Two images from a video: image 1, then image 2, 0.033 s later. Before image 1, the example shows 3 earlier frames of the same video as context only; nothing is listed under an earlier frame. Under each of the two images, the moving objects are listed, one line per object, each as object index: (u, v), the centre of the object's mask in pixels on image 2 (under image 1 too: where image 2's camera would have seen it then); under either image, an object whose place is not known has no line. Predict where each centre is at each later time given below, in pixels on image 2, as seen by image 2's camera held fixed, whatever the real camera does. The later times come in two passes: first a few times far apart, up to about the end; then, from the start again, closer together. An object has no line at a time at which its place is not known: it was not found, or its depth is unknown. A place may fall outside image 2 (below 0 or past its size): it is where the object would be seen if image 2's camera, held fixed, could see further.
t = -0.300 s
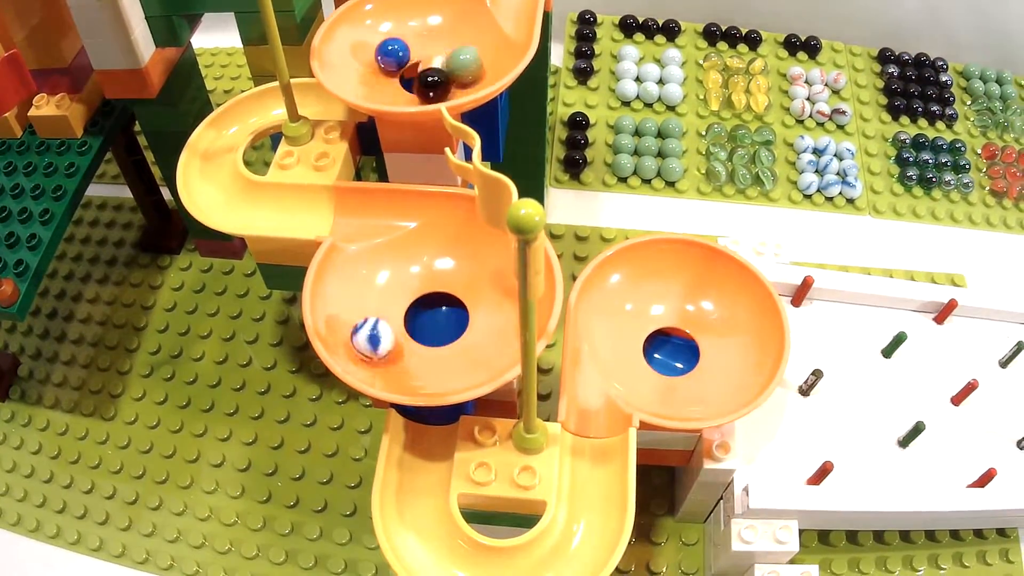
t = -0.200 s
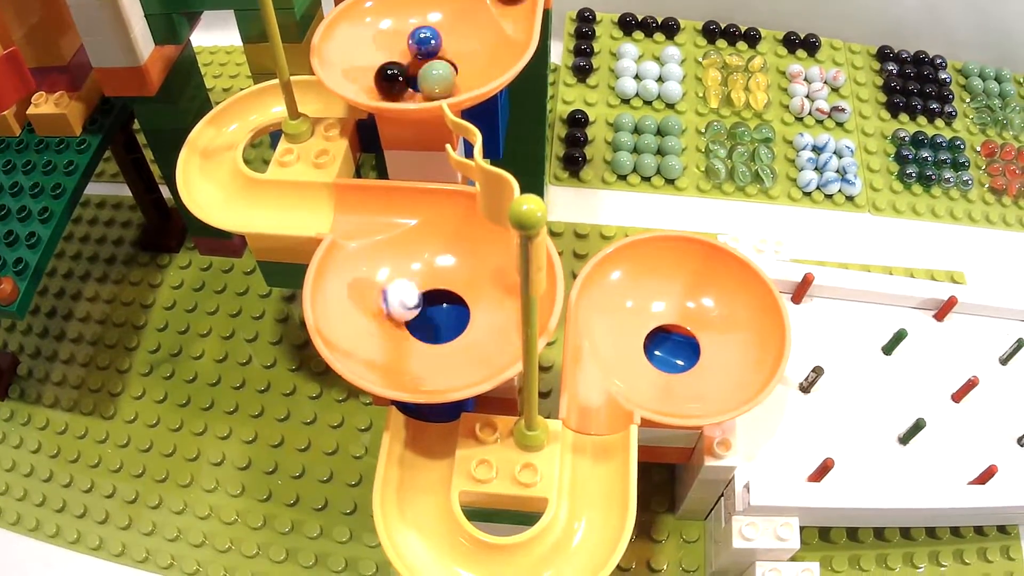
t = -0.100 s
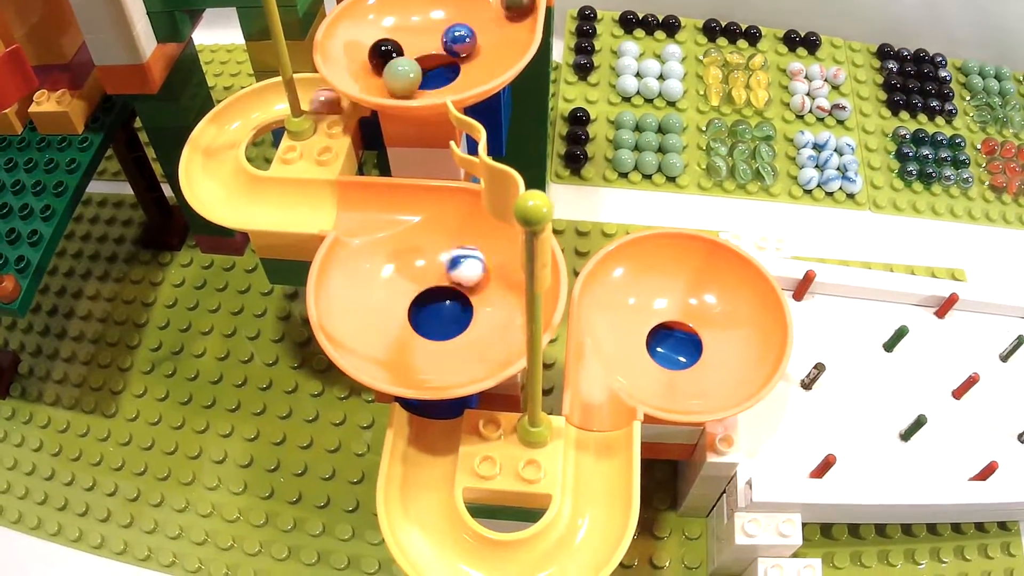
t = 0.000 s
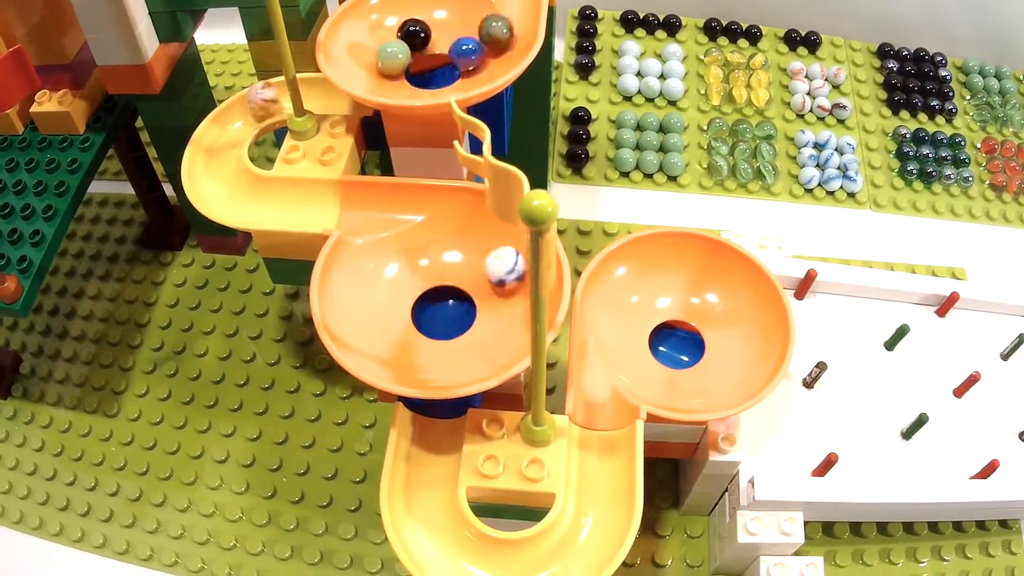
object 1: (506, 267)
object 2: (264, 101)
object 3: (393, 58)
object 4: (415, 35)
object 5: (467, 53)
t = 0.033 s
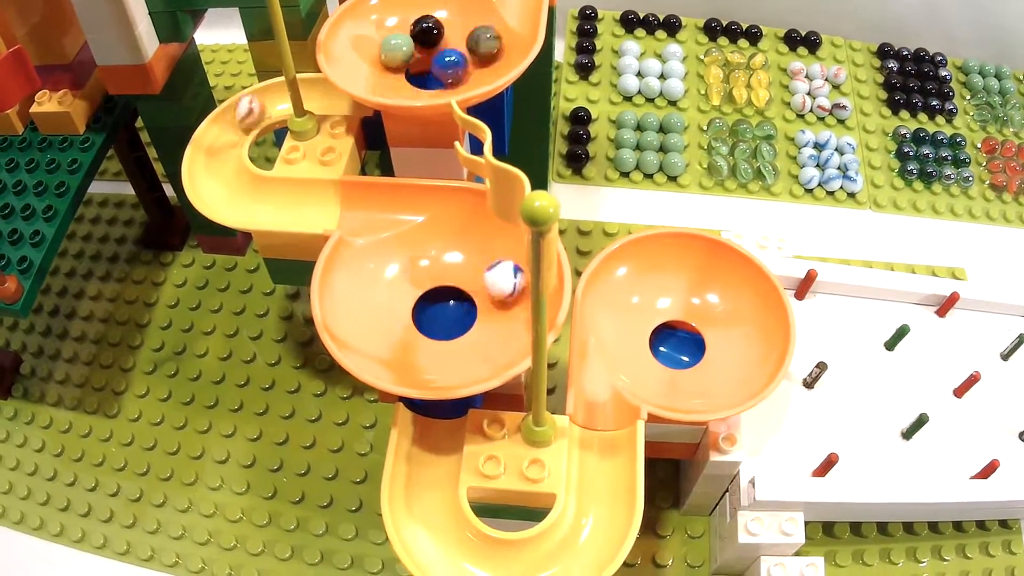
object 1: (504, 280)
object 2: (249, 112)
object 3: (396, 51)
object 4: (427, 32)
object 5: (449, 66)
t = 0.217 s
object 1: (409, 342)
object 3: (450, 32)
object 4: (473, 52)
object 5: (369, 59)
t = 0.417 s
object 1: (420, 289)
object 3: (453, 71)
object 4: (416, 81)
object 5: (462, 41)
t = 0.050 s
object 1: (501, 288)
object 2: (244, 122)
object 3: (399, 48)
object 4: (433, 31)
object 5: (439, 71)
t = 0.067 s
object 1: (495, 296)
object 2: (238, 128)
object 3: (402, 45)
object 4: (440, 31)
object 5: (427, 73)
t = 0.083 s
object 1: (488, 304)
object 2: (232, 136)
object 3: (406, 40)
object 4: (445, 30)
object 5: (417, 73)
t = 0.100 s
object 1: (480, 312)
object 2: (225, 143)
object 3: (412, 38)
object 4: (452, 32)
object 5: (407, 73)
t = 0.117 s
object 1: (470, 318)
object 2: (218, 150)
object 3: (418, 36)
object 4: (457, 33)
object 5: (397, 72)
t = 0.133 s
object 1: (459, 324)
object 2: (210, 156)
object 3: (423, 34)
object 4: (461, 35)
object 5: (388, 70)
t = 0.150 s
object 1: (449, 330)
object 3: (428, 33)
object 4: (465, 38)
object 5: (381, 68)
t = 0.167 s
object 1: (439, 334)
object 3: (434, 33)
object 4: (468, 41)
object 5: (375, 66)
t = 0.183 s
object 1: (429, 339)
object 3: (440, 32)
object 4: (470, 45)
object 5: (371, 63)
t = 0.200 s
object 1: (418, 341)
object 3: (445, 32)
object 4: (472, 48)
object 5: (369, 61)
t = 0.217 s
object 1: (409, 342)
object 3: (450, 32)
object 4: (473, 52)
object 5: (369, 59)
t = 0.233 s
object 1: (400, 341)
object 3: (454, 34)
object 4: (473, 56)
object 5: (370, 56)
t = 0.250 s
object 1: (393, 340)
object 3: (459, 35)
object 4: (472, 61)
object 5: (375, 54)
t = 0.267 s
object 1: (388, 338)
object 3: (462, 37)
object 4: (469, 65)
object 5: (380, 53)
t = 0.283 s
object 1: (384, 334)
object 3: (465, 40)
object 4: (465, 69)
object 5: (387, 51)
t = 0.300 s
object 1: (384, 331)
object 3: (468, 44)
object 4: (460, 72)
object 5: (395, 50)
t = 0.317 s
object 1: (385, 326)
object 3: (469, 48)
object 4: (455, 75)
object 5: (404, 47)
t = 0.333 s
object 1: (387, 321)
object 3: (468, 52)
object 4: (449, 77)
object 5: (413, 46)
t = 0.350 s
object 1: (391, 316)
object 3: (467, 58)
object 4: (442, 79)
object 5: (423, 44)
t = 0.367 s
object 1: (397, 309)
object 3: (464, 61)
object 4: (436, 80)
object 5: (433, 43)
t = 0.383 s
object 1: (404, 303)
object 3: (460, 65)
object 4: (429, 81)
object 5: (441, 41)
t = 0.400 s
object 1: (412, 295)
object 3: (457, 68)
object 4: (422, 81)
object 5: (452, 39)
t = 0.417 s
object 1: (420, 289)
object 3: (453, 71)
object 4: (416, 81)
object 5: (462, 41)
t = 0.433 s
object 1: (429, 283)
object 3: (448, 73)
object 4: (409, 80)
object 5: (469, 44)
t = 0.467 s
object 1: (450, 277)
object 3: (438, 77)
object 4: (399, 75)
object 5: (482, 47)
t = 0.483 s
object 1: (462, 274)
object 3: (432, 78)
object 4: (395, 73)
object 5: (486, 48)
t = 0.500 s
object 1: (472, 276)
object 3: (426, 78)
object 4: (392, 70)
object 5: (489, 50)
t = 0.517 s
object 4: (389, 66)
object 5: (491, 51)
